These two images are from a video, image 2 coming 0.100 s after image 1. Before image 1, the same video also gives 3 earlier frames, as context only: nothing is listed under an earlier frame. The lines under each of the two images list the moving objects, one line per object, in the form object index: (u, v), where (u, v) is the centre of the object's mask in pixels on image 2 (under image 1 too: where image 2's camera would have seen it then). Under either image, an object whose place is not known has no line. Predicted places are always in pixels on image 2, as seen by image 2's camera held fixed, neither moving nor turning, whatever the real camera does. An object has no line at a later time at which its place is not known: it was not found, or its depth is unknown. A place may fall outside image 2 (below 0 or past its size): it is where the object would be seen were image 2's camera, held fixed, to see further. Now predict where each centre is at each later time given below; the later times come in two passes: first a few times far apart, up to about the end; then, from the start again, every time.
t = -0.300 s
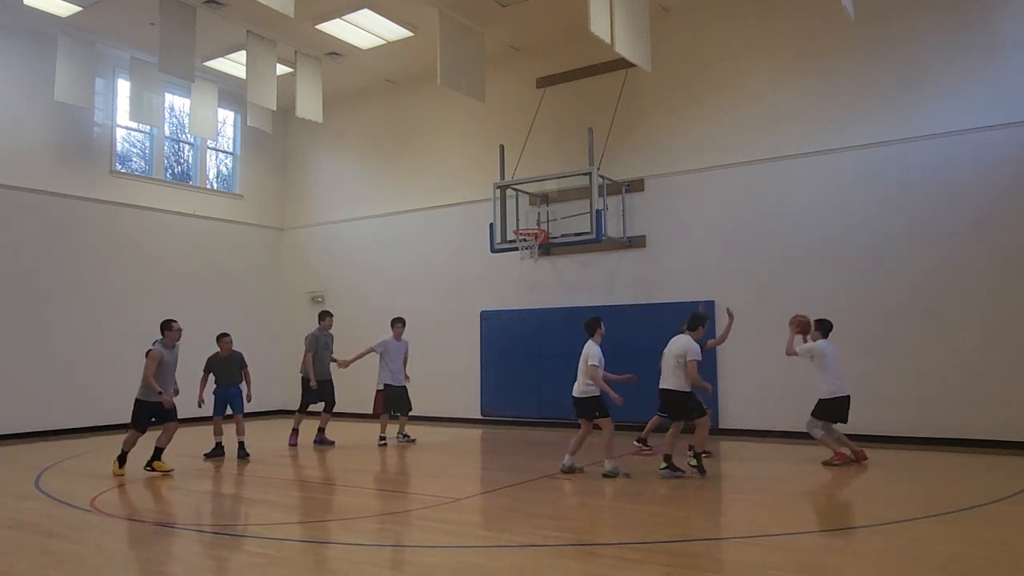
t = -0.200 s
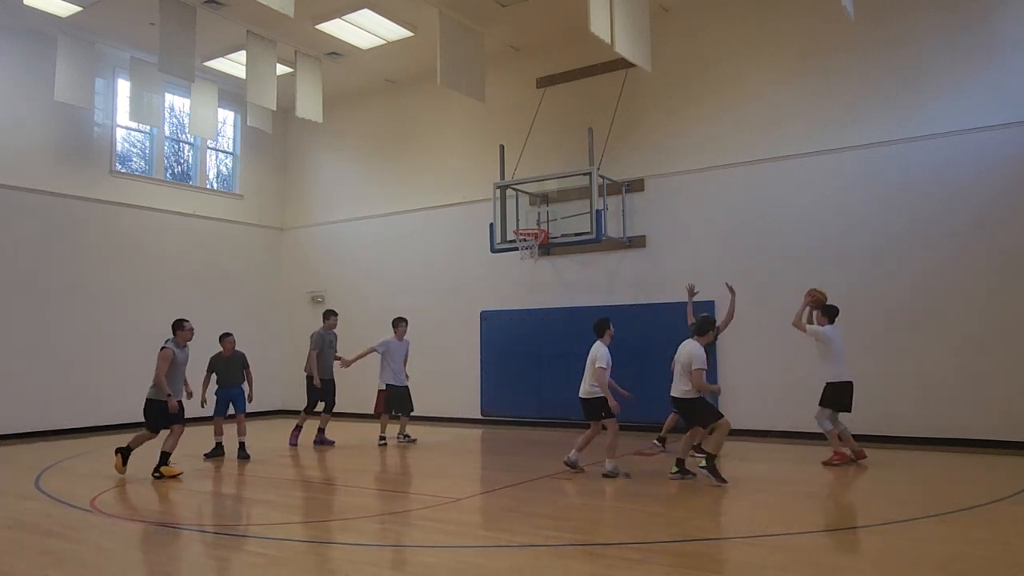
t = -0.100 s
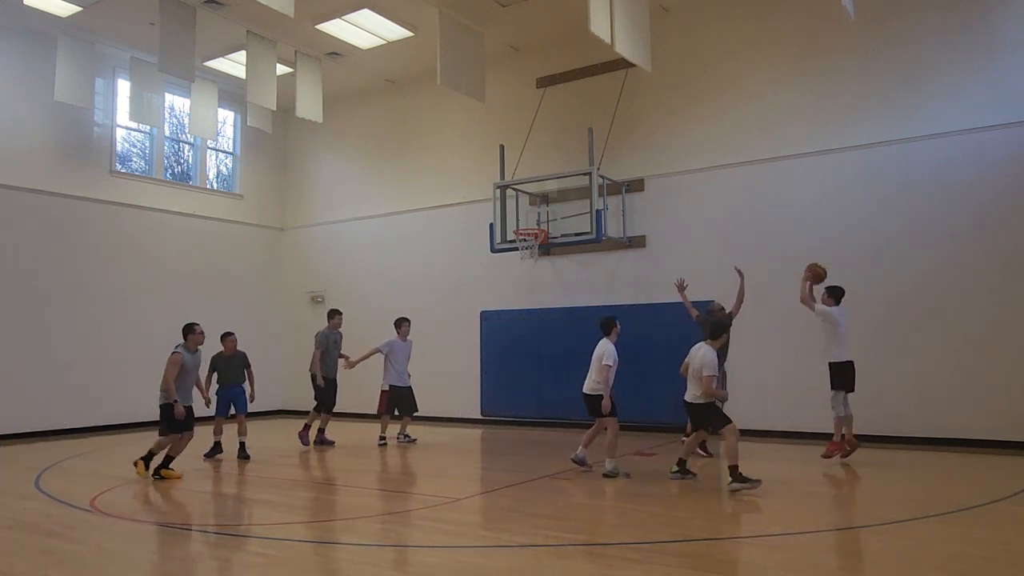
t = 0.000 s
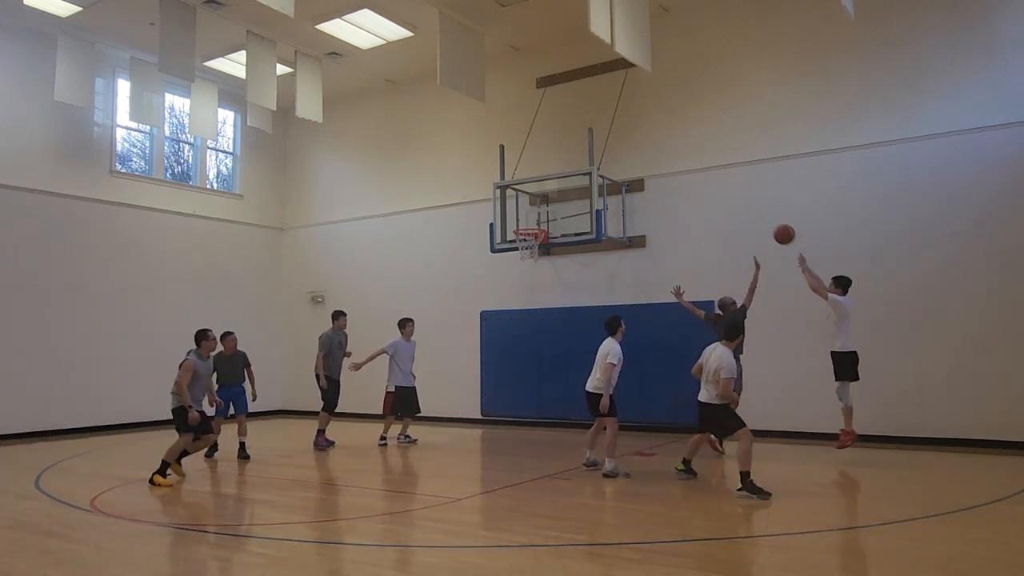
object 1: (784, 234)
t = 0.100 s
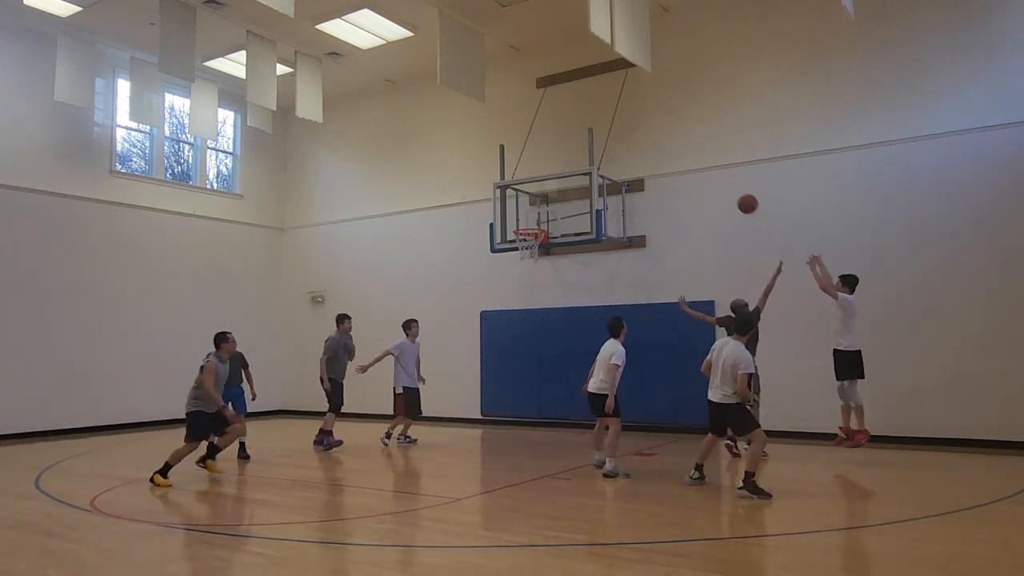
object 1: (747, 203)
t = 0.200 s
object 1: (714, 182)
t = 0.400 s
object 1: (653, 165)
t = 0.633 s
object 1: (590, 183)
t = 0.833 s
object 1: (545, 224)
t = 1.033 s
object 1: (580, 223)
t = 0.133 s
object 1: (736, 196)
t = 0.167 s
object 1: (725, 188)
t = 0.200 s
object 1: (714, 182)
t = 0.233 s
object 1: (703, 177)
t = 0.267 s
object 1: (693, 173)
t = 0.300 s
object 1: (682, 170)
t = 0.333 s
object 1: (673, 168)
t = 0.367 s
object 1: (663, 166)
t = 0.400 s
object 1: (653, 165)
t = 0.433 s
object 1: (643, 166)
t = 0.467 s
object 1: (634, 167)
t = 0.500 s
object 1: (626, 168)
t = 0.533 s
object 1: (617, 171)
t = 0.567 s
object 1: (608, 173)
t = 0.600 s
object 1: (600, 177)
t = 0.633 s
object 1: (590, 183)
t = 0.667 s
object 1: (582, 188)
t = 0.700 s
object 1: (575, 194)
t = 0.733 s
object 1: (566, 200)
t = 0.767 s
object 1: (559, 208)
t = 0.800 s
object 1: (552, 216)
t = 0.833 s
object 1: (545, 224)
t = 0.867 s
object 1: (549, 223)
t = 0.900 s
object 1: (555, 221)
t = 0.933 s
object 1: (561, 221)
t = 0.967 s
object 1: (567, 220)
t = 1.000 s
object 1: (573, 221)
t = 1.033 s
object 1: (580, 223)
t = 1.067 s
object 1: (586, 225)
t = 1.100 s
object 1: (593, 228)
